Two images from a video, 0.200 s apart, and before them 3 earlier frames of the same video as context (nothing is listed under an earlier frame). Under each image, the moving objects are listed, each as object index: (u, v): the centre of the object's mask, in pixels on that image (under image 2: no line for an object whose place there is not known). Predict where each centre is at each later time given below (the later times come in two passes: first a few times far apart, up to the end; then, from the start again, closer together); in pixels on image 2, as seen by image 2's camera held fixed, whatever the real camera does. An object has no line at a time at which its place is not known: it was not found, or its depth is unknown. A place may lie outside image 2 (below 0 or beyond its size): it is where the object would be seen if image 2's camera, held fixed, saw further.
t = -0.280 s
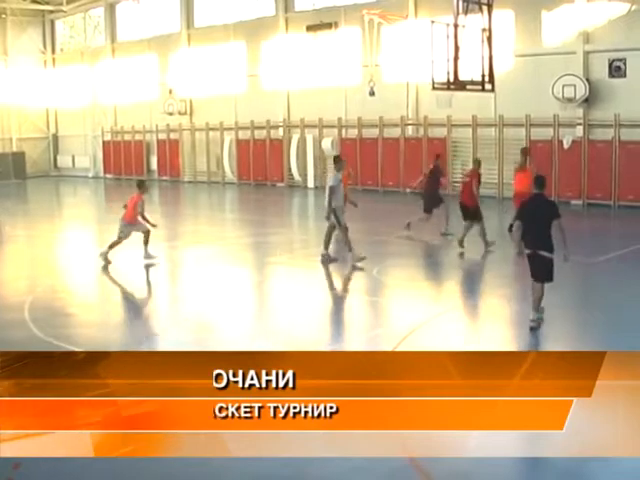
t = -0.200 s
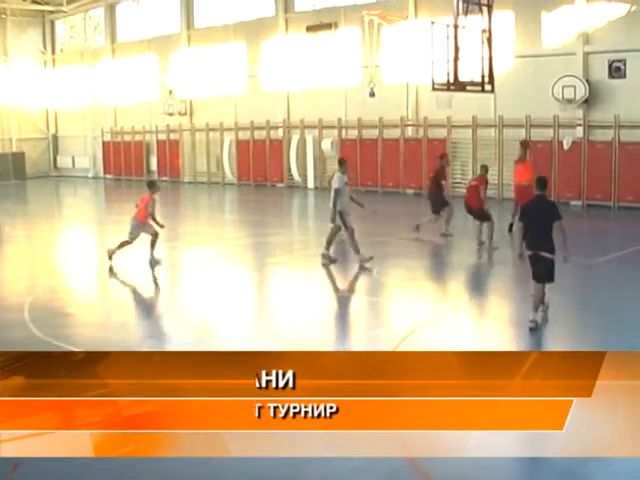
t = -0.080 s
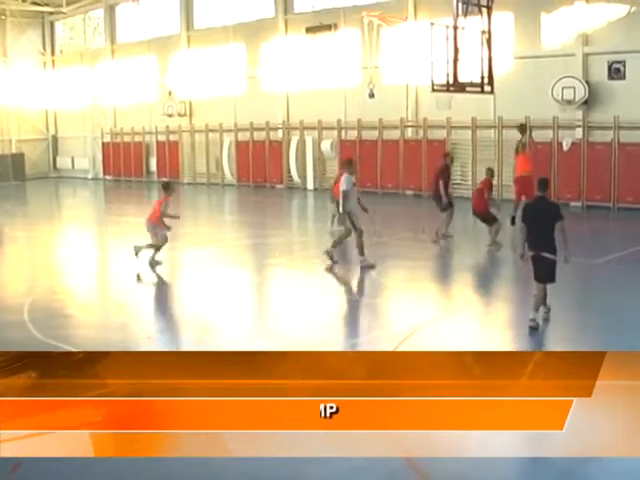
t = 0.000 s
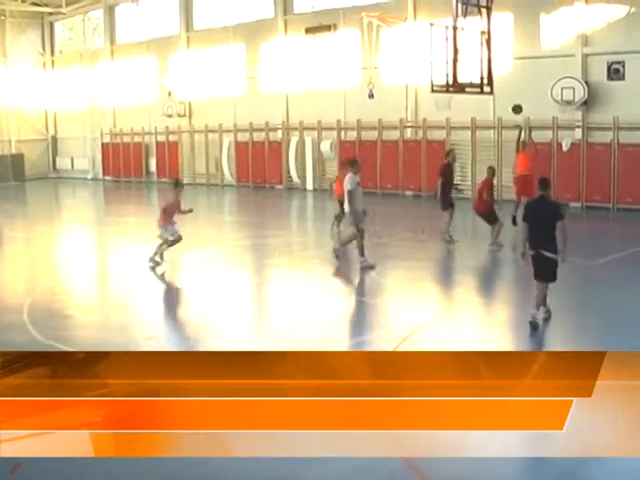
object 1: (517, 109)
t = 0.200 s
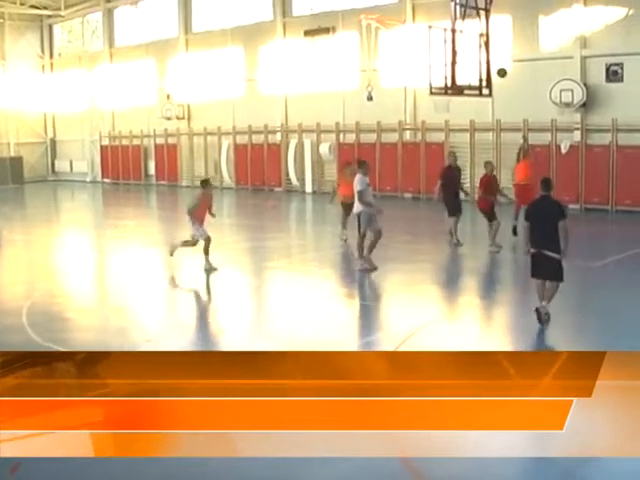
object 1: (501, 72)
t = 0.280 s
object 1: (495, 61)
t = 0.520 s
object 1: (475, 44)
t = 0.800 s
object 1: (448, 65)
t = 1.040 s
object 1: (447, 116)
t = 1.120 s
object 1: (453, 134)
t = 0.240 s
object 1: (498, 66)
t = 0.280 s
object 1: (495, 61)
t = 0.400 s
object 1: (483, 47)
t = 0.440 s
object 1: (482, 46)
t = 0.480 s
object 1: (480, 44)
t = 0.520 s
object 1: (475, 44)
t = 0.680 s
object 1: (460, 50)
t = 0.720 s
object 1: (458, 55)
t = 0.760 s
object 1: (452, 58)
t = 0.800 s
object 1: (448, 65)
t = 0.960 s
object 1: (441, 100)
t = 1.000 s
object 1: (444, 108)
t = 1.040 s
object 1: (447, 116)
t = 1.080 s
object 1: (450, 125)
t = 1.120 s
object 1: (453, 134)
